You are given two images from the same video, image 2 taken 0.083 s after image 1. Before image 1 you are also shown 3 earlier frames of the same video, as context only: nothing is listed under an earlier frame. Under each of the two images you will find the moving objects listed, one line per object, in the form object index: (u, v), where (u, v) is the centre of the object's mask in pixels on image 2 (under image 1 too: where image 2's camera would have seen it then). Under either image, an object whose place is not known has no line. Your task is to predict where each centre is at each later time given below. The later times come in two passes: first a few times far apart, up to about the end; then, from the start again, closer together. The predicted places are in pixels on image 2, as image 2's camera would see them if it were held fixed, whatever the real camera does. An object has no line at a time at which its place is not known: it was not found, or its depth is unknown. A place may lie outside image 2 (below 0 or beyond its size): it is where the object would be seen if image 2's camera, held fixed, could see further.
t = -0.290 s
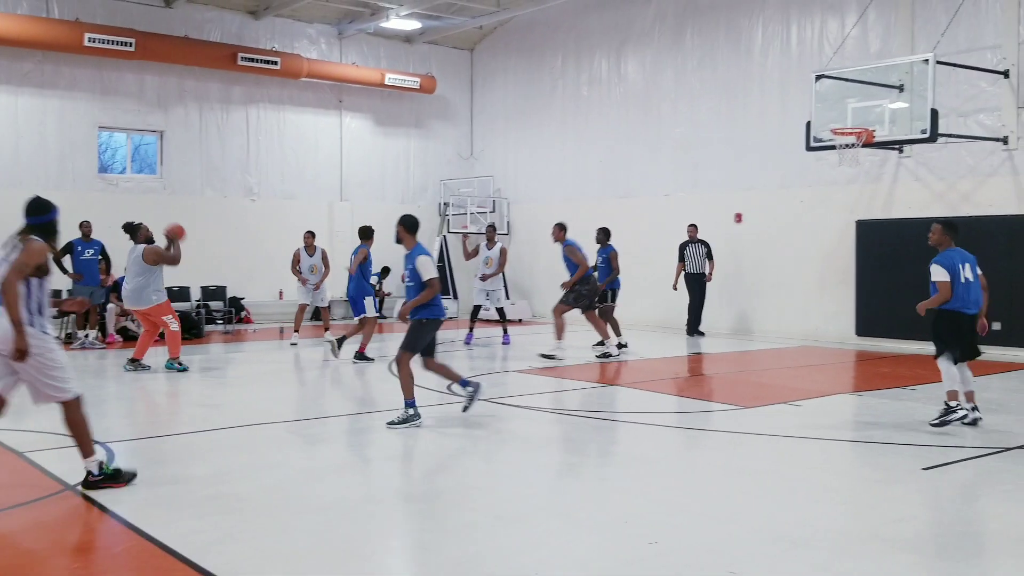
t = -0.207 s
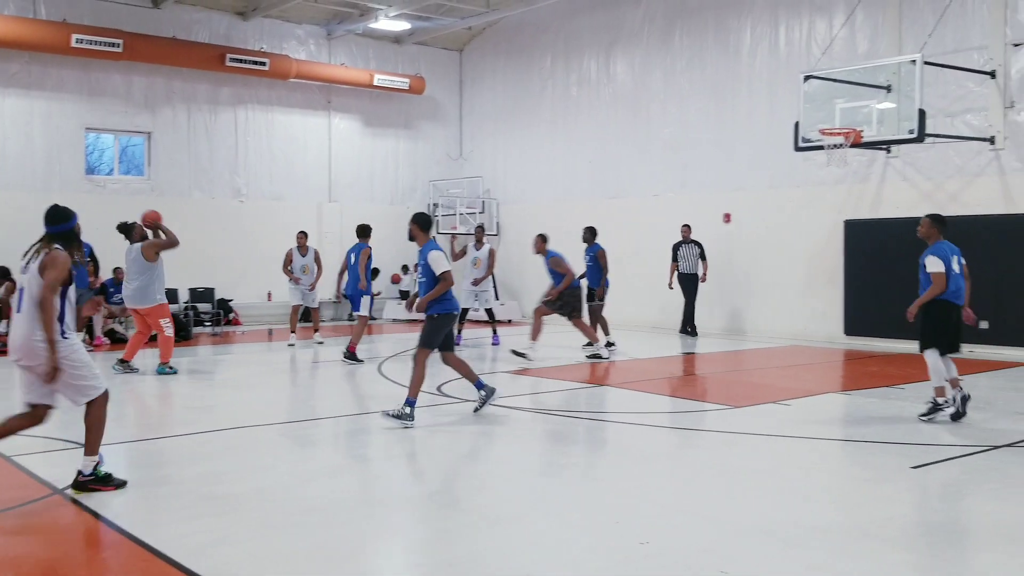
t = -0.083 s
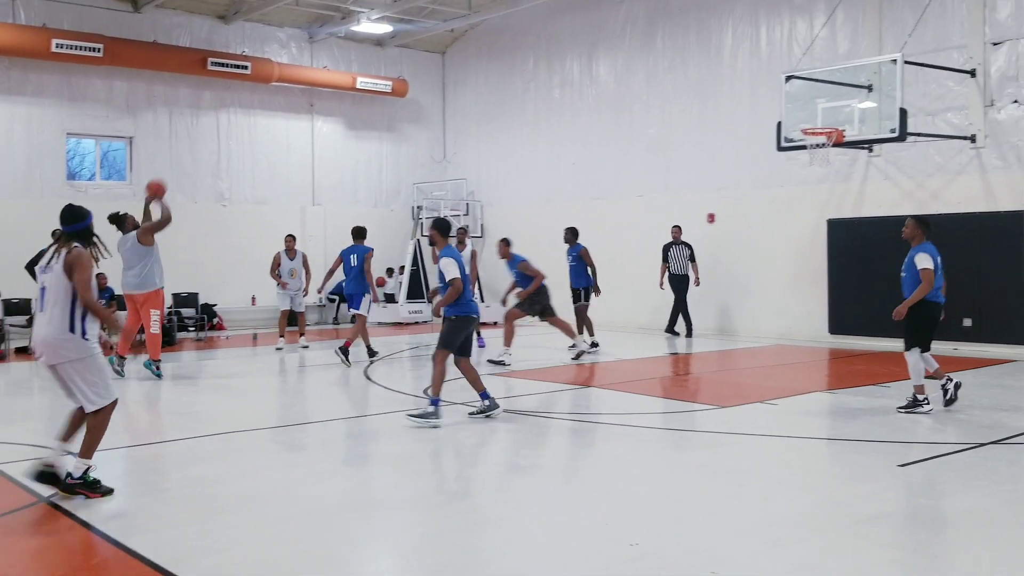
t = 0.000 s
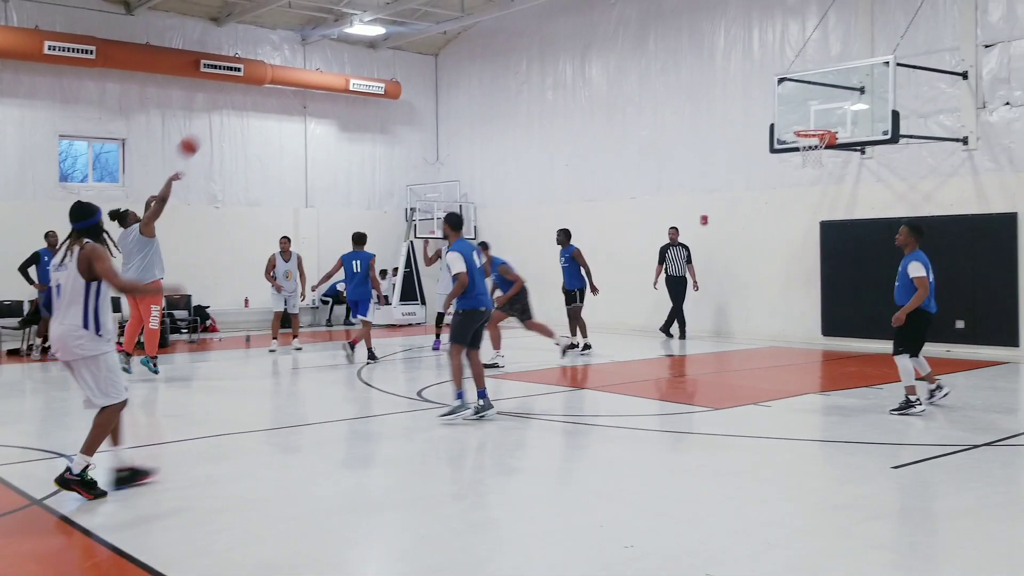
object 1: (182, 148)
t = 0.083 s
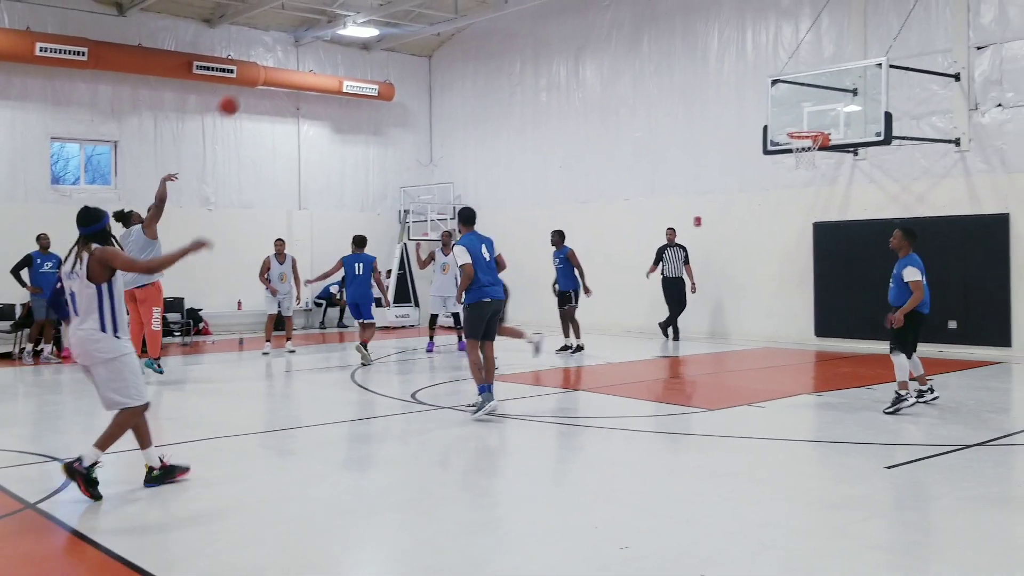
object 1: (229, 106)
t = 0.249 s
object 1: (318, 42)
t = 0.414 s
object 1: (402, 2)
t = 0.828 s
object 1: (605, -6)
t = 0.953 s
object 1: (663, 7)
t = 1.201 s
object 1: (773, 84)
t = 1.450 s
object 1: (789, 100)
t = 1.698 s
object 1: (775, 48)
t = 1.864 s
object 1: (763, 40)
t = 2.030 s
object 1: (753, 56)
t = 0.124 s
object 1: (252, 88)
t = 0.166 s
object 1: (276, 70)
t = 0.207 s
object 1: (297, 55)
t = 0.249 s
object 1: (318, 42)
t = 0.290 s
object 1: (338, 26)
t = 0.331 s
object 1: (362, 15)
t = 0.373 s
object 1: (381, 6)
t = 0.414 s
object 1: (402, 2)
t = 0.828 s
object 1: (605, -6)
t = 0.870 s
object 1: (624, -3)
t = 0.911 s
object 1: (644, 1)
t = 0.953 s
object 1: (663, 7)
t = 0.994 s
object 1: (682, 17)
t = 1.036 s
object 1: (701, 28)
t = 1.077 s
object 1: (719, 40)
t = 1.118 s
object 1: (738, 54)
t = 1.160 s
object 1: (756, 68)
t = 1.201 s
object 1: (773, 84)
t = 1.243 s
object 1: (792, 101)
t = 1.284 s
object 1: (809, 119)
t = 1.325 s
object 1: (811, 127)
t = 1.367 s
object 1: (794, 127)
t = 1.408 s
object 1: (792, 113)
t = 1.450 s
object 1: (789, 100)
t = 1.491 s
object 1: (787, 88)
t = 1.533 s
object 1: (785, 77)
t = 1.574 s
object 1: (782, 68)
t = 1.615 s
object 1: (780, 60)
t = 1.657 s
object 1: (778, 53)
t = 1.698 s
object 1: (775, 48)
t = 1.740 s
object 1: (773, 44)
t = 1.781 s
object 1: (770, 41)
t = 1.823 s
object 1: (768, 39)
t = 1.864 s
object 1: (763, 40)
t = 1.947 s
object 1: (760, 42)
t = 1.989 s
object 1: (755, 50)
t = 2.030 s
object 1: (753, 56)
